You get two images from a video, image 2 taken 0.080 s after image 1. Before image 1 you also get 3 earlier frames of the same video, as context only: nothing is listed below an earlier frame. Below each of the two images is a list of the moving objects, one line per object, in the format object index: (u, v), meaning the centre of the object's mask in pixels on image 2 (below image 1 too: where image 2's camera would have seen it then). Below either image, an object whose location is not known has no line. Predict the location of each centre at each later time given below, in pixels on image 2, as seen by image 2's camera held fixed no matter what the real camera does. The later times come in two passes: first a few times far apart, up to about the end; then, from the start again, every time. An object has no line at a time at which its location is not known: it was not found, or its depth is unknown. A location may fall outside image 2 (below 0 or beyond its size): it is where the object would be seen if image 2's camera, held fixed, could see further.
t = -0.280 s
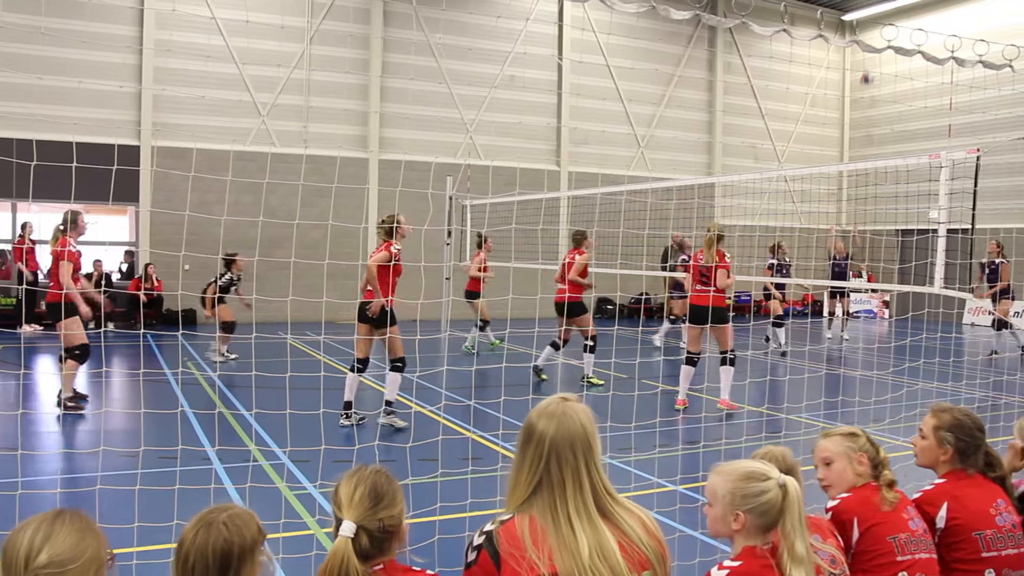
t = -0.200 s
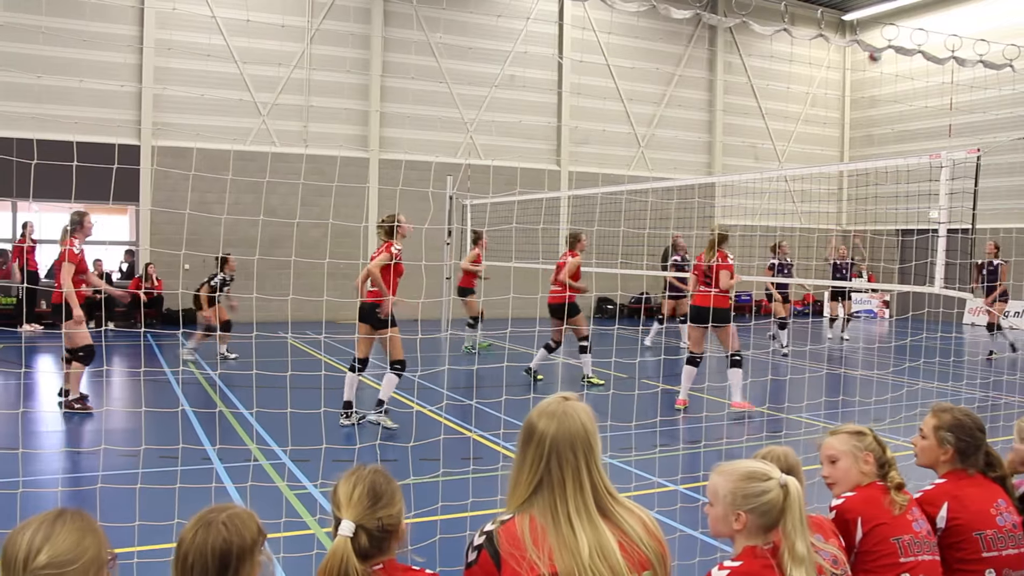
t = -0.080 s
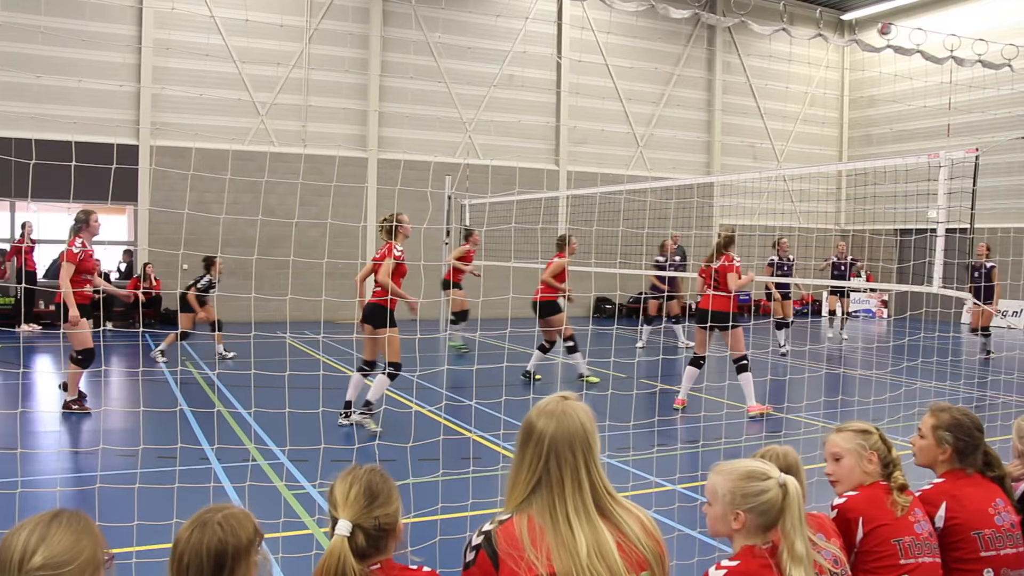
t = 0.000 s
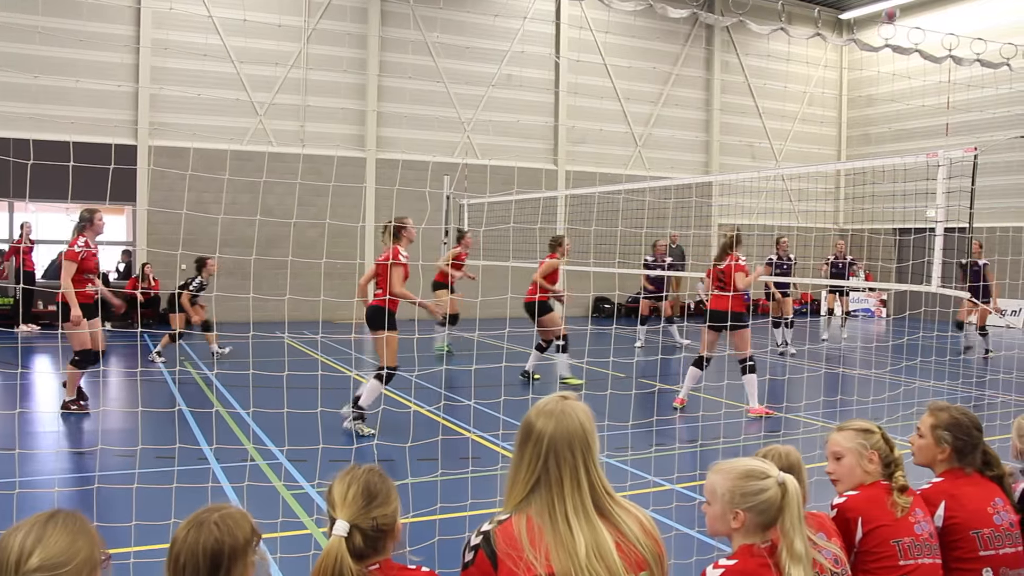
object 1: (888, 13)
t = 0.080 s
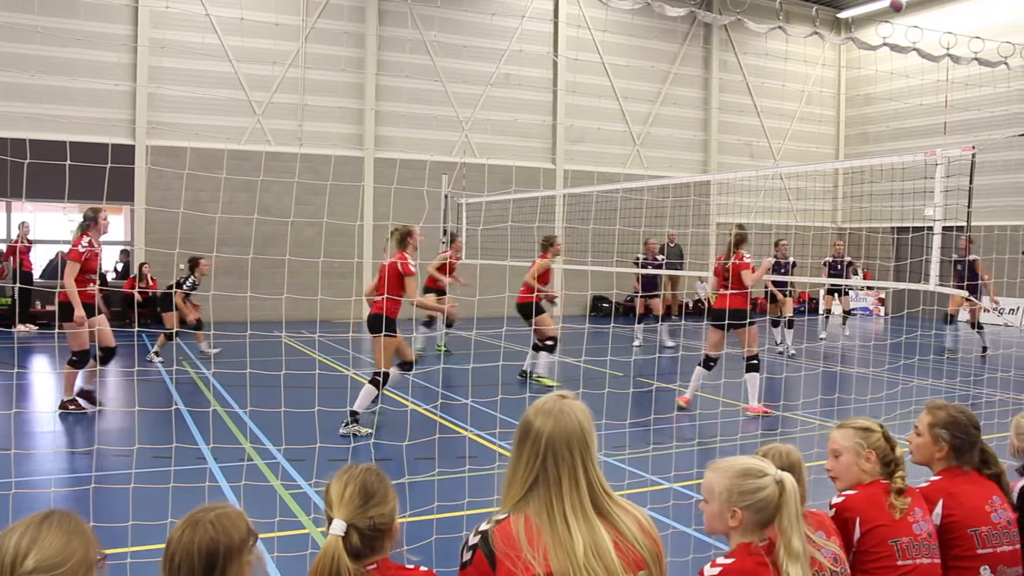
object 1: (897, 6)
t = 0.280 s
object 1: (917, 9)
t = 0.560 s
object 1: (949, 65)
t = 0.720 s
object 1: (976, 141)
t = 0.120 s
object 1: (901, 5)
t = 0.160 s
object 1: (904, 5)
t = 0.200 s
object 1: (908, 6)
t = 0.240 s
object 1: (913, 7)
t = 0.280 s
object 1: (917, 9)
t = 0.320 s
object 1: (921, 10)
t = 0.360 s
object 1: (927, 13)
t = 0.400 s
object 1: (931, 18)
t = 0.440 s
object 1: (936, 28)
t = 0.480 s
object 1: (942, 39)
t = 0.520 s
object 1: (947, 47)
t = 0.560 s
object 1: (949, 65)
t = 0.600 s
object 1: (956, 79)
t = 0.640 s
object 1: (963, 98)
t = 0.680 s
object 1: (969, 118)
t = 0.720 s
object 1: (976, 141)
